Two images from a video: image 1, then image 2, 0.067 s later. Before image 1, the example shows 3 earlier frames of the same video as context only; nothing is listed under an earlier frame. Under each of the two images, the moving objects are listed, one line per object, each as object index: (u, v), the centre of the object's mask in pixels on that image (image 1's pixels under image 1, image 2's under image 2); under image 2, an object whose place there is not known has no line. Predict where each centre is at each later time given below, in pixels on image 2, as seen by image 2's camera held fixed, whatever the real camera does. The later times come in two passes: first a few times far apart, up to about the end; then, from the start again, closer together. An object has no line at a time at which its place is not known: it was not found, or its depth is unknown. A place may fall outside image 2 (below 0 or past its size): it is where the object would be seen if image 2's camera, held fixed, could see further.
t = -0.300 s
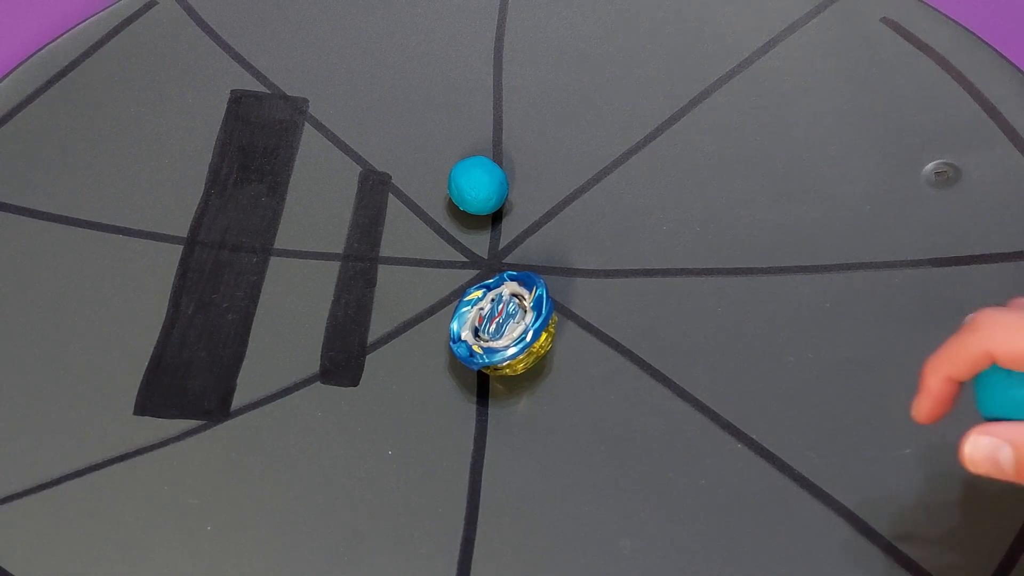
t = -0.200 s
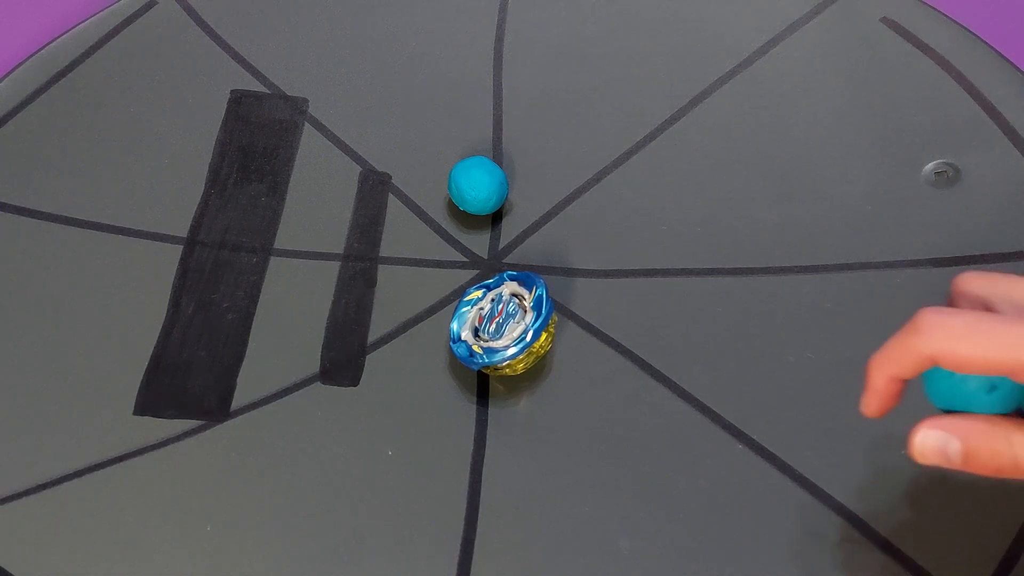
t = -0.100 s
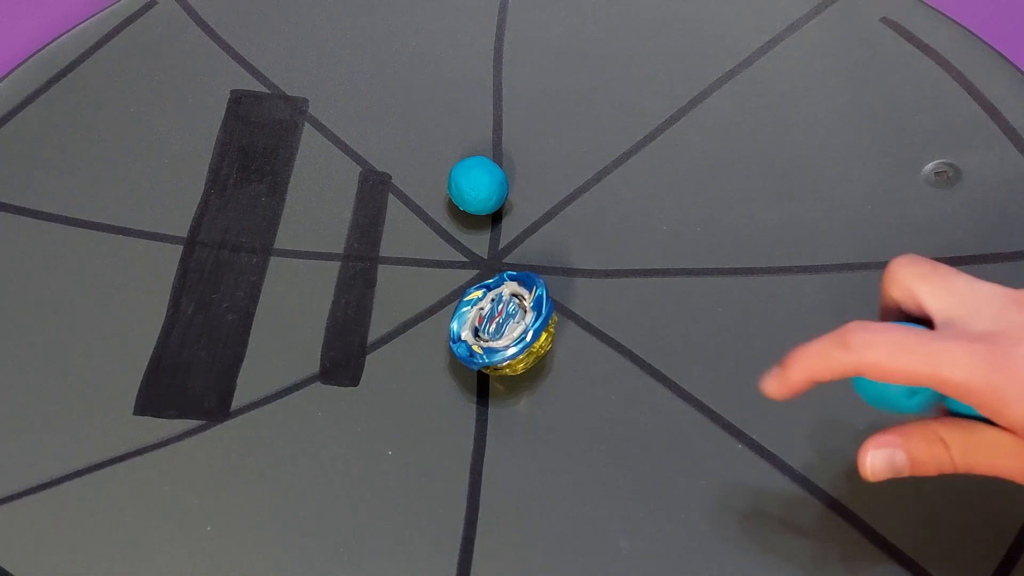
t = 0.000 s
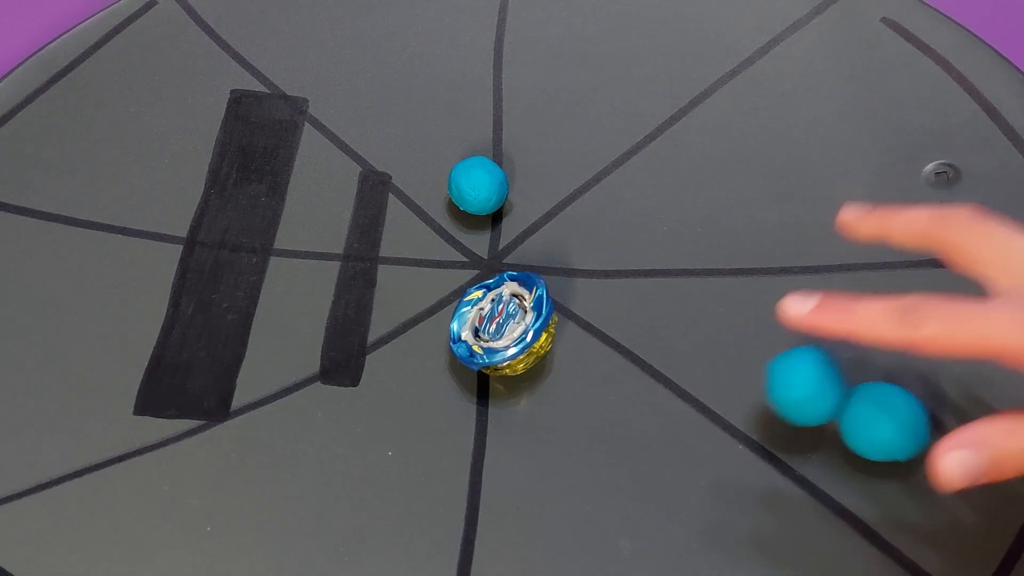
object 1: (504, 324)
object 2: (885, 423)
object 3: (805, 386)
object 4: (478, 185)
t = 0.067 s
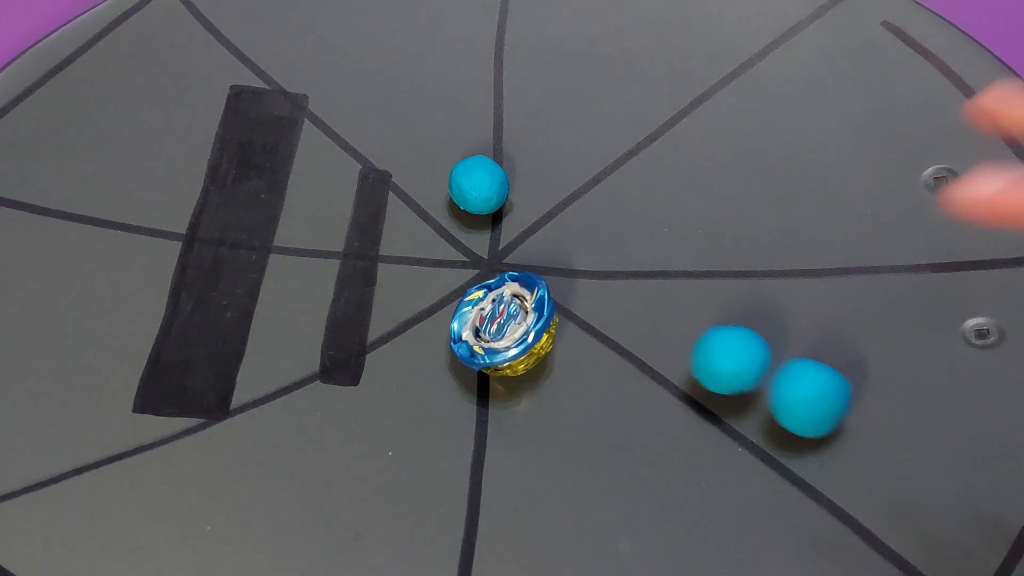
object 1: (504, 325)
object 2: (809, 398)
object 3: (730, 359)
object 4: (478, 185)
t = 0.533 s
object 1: (498, 304)
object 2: (556, 216)
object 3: (424, 268)
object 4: (479, 188)
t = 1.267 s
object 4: (480, 186)
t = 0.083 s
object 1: (504, 325)
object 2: (790, 392)
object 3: (711, 356)
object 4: (478, 185)
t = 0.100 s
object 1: (504, 325)
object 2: (771, 389)
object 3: (694, 343)
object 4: (478, 185)
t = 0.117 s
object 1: (504, 325)
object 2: (754, 380)
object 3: (677, 332)
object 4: (478, 185)
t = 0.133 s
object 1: (504, 325)
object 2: (738, 369)
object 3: (659, 326)
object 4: (478, 185)
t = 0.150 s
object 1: (504, 325)
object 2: (720, 361)
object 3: (645, 314)
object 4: (478, 185)
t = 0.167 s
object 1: (504, 325)
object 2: (704, 351)
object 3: (629, 304)
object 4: (479, 185)
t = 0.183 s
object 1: (505, 325)
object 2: (688, 342)
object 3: (614, 295)
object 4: (479, 185)
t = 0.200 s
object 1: (505, 325)
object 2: (671, 338)
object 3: (598, 286)
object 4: (479, 185)
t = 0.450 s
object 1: (492, 313)
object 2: (538, 234)
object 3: (445, 254)
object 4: (470, 182)
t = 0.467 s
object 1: (492, 310)
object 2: (541, 229)
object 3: (439, 257)
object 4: (471, 183)
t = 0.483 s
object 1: (493, 308)
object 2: (544, 225)
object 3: (435, 259)
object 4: (472, 185)
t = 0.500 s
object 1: (495, 306)
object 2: (547, 222)
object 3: (431, 262)
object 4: (474, 187)
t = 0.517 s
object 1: (497, 305)
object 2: (551, 219)
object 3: (427, 265)
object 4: (476, 188)
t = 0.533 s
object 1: (498, 304)
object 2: (556, 216)
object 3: (424, 268)
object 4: (479, 188)
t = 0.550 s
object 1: (500, 302)
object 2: (560, 213)
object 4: (481, 188)
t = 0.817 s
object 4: (477, 186)
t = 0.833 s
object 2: (552, 228)
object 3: (413, 282)
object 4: (477, 186)
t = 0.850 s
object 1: (530, 302)
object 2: (554, 230)
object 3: (414, 282)
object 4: (478, 186)
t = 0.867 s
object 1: (530, 303)
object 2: (556, 232)
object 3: (415, 281)
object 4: (479, 186)
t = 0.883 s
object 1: (530, 303)
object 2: (558, 234)
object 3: (415, 281)
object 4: (479, 186)
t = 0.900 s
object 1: (531, 303)
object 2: (559, 234)
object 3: (416, 281)
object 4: (480, 186)
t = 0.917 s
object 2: (559, 235)
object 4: (481, 186)
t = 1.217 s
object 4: (480, 186)
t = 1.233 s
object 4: (480, 186)
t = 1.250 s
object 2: (557, 223)
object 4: (480, 186)
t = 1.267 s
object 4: (480, 186)
